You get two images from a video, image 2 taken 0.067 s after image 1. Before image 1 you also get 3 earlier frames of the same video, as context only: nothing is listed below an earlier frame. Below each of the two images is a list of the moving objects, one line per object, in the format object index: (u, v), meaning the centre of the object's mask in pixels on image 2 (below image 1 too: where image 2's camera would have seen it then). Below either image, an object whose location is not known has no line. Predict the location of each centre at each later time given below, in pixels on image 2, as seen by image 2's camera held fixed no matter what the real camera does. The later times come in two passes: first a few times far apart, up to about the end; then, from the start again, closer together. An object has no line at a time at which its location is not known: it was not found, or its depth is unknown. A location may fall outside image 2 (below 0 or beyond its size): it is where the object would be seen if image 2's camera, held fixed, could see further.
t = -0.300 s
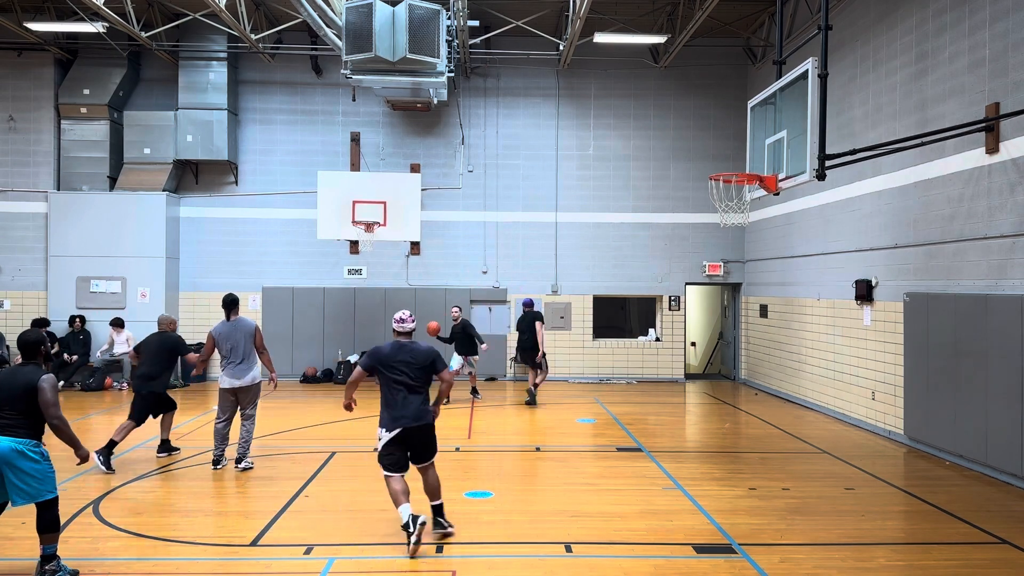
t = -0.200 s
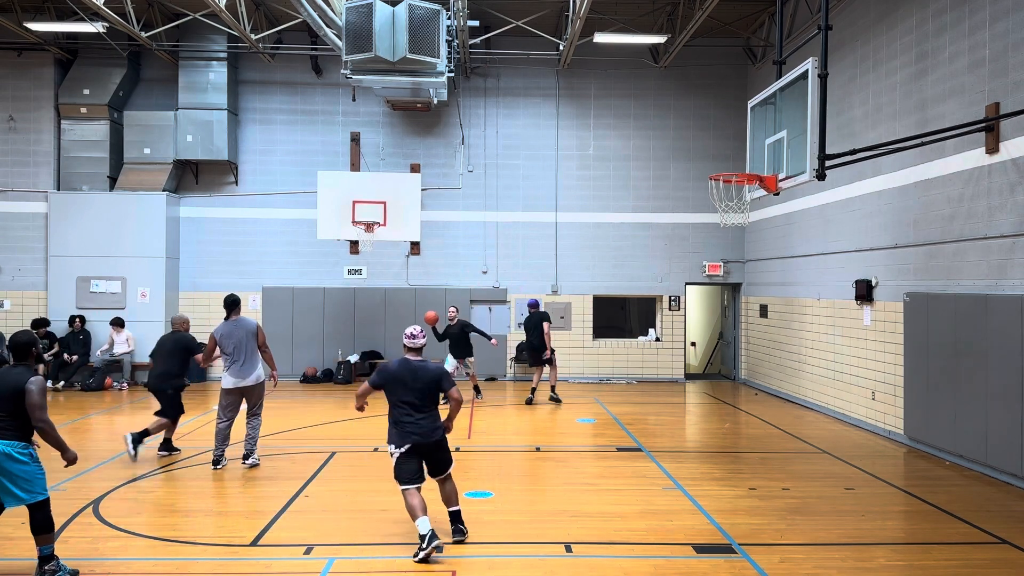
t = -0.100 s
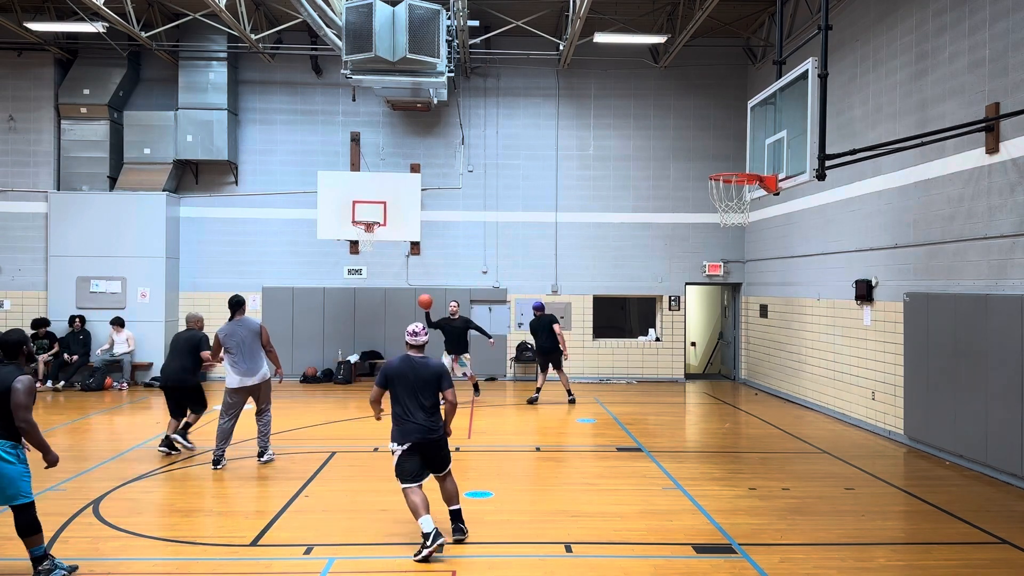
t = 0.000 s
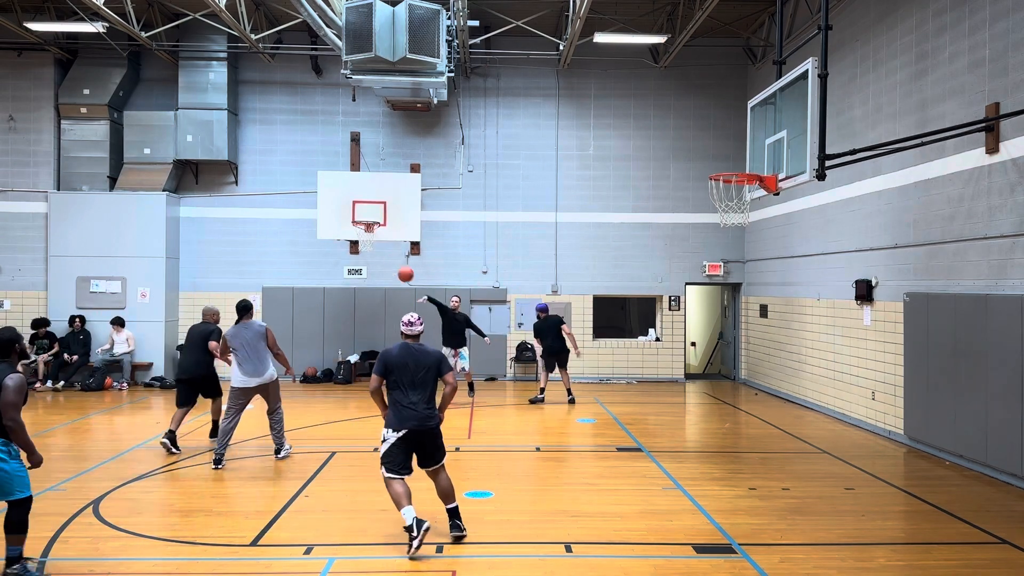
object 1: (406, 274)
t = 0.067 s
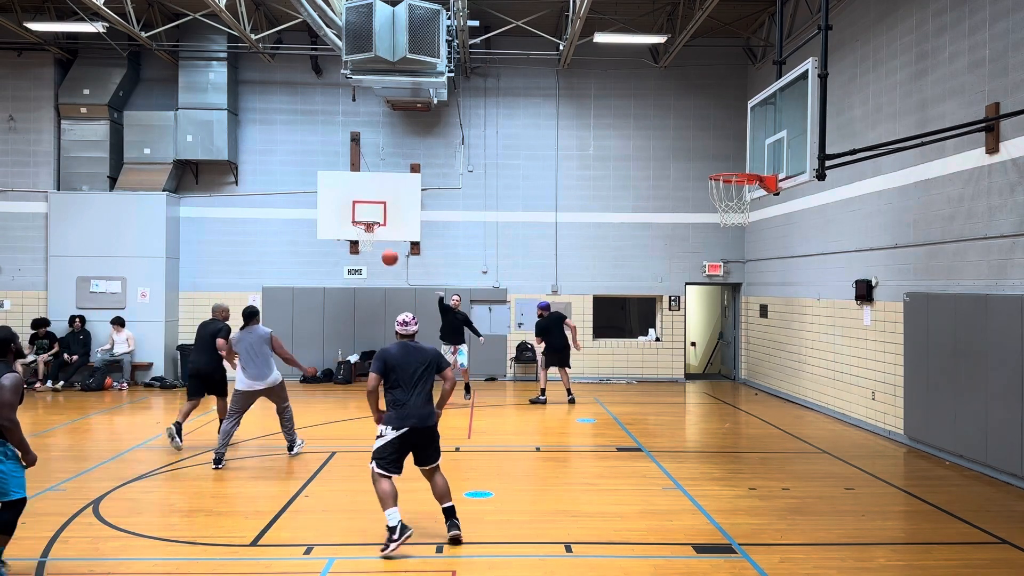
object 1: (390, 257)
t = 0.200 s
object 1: (353, 228)
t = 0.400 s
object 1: (284, 200)
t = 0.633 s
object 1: (167, 203)
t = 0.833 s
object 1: (18, 263)
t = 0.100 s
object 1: (381, 250)
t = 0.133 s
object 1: (373, 242)
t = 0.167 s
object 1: (363, 235)
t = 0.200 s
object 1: (353, 228)
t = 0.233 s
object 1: (343, 222)
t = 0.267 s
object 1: (333, 216)
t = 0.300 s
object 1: (321, 211)
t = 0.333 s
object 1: (309, 207)
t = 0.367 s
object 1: (297, 203)
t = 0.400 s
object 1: (284, 200)
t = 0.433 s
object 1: (270, 197)
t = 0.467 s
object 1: (255, 196)
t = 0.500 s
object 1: (239, 195)
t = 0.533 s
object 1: (223, 195)
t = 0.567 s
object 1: (205, 196)
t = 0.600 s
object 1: (187, 199)
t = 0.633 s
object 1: (167, 203)
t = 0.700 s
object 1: (124, 215)
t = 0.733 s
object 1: (100, 224)
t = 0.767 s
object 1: (74, 235)
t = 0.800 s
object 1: (46, 248)
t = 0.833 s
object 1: (18, 263)
